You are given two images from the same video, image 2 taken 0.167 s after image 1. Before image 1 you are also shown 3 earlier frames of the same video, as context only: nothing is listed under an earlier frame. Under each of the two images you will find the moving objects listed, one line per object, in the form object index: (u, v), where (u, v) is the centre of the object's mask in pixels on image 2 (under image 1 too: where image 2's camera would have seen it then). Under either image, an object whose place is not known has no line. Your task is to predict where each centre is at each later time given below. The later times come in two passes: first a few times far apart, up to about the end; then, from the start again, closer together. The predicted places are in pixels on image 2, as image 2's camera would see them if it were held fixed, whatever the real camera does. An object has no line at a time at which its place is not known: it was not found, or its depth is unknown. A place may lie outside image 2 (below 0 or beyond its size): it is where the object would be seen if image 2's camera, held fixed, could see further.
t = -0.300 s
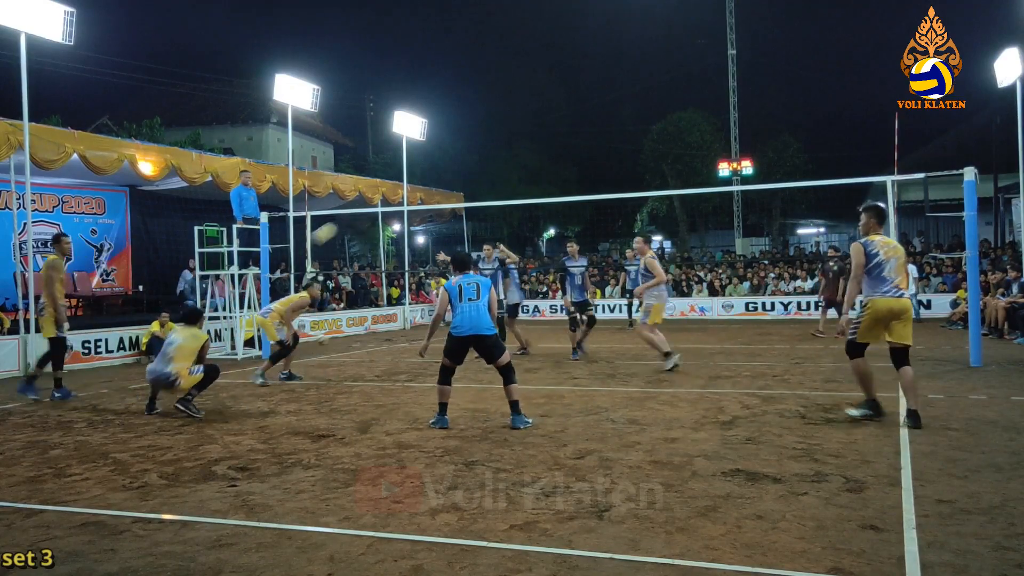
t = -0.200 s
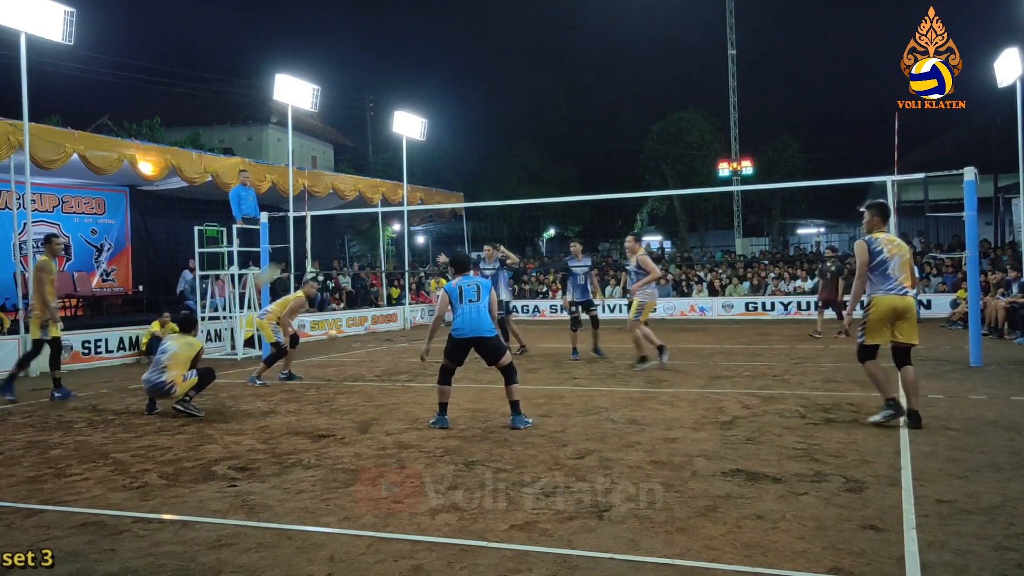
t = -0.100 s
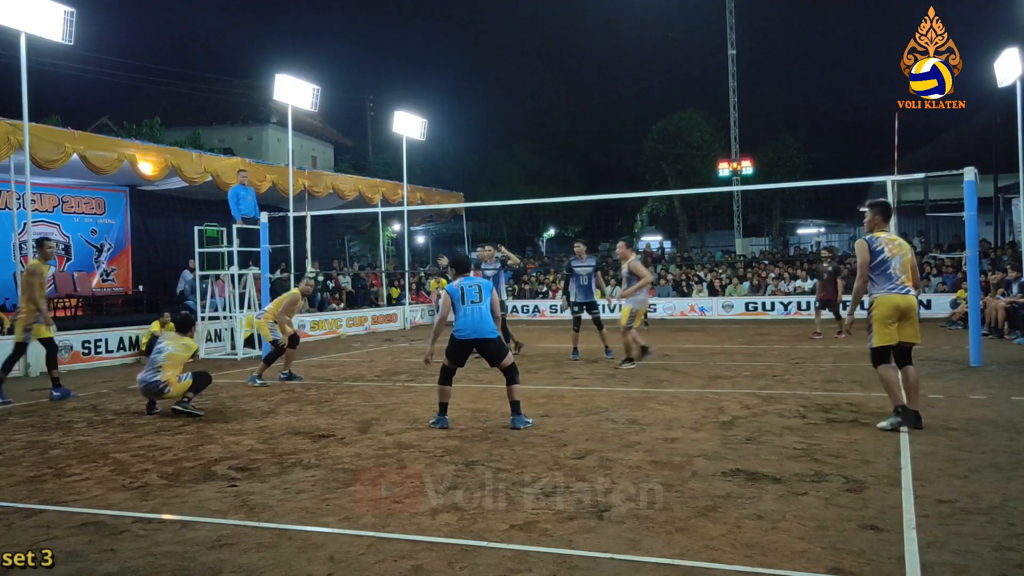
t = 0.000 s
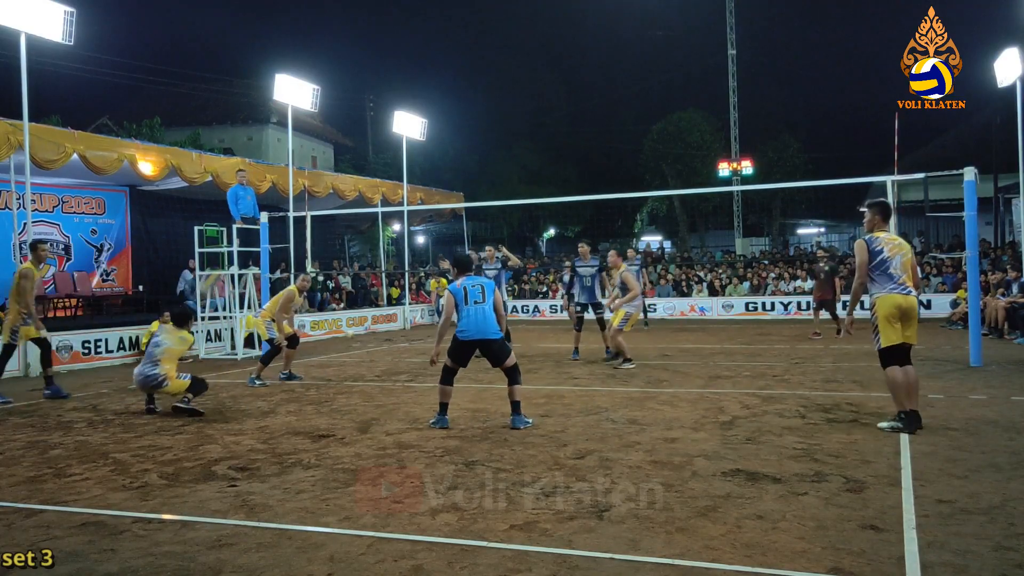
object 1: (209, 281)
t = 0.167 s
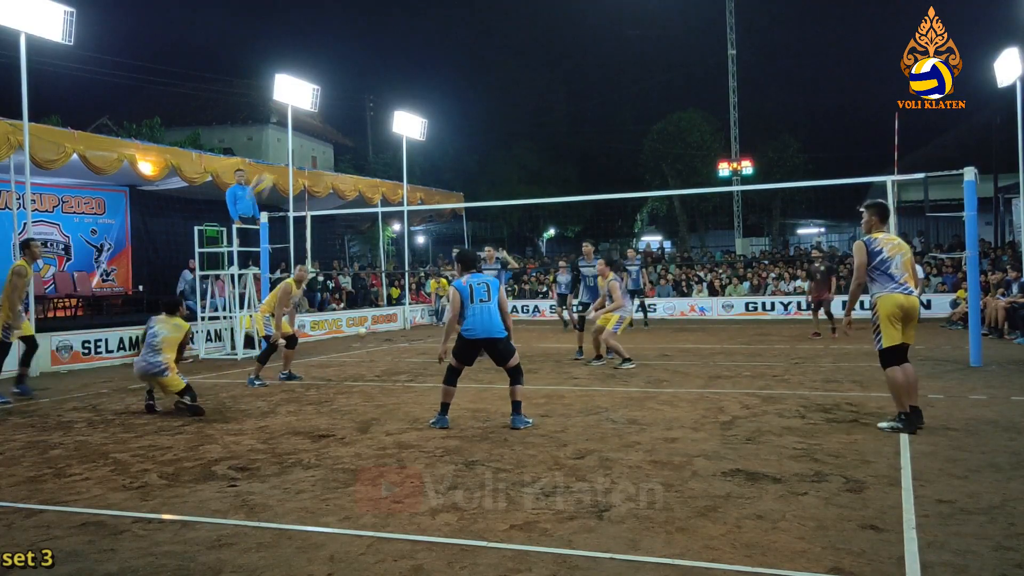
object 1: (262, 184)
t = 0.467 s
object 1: (347, 81)
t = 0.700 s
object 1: (411, 55)
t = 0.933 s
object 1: (472, 74)
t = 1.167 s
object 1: (531, 136)
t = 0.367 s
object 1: (323, 106)
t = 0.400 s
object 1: (330, 96)
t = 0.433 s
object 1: (338, 88)
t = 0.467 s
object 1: (347, 81)
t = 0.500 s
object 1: (357, 74)
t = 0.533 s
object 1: (365, 69)
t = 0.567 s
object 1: (374, 65)
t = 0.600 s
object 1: (384, 61)
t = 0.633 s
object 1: (393, 58)
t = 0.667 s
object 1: (402, 56)
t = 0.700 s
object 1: (411, 55)
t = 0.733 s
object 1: (420, 55)
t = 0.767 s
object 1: (429, 56)
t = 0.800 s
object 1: (437, 58)
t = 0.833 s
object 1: (446, 61)
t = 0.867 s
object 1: (455, 64)
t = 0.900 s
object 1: (464, 69)
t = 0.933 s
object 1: (472, 74)
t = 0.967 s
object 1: (481, 80)
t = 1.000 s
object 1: (490, 88)
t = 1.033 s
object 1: (498, 95)
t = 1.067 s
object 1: (507, 104)
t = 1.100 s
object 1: (515, 114)
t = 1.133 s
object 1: (523, 124)
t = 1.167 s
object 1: (531, 136)
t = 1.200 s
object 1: (540, 148)
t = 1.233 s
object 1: (548, 161)
